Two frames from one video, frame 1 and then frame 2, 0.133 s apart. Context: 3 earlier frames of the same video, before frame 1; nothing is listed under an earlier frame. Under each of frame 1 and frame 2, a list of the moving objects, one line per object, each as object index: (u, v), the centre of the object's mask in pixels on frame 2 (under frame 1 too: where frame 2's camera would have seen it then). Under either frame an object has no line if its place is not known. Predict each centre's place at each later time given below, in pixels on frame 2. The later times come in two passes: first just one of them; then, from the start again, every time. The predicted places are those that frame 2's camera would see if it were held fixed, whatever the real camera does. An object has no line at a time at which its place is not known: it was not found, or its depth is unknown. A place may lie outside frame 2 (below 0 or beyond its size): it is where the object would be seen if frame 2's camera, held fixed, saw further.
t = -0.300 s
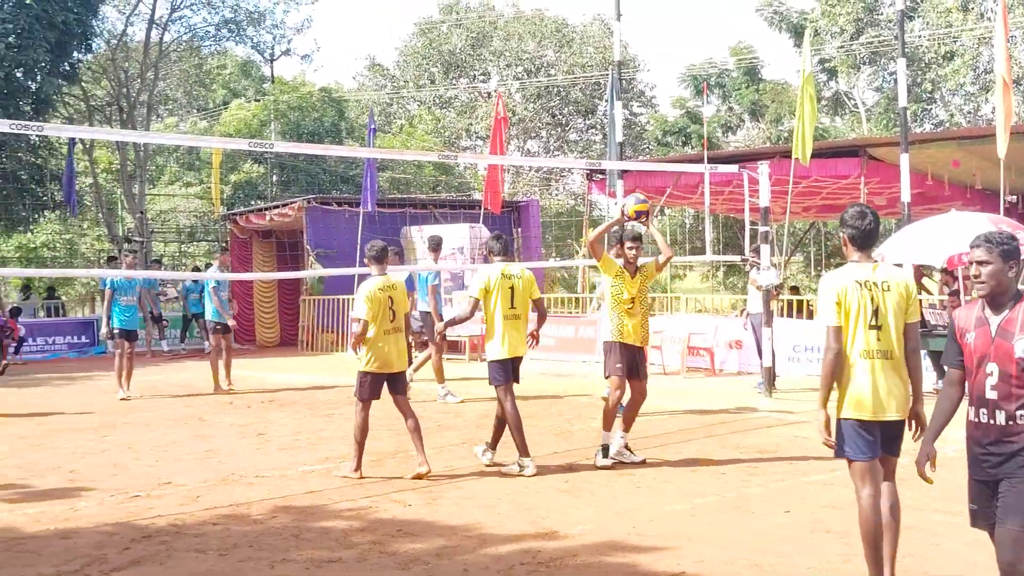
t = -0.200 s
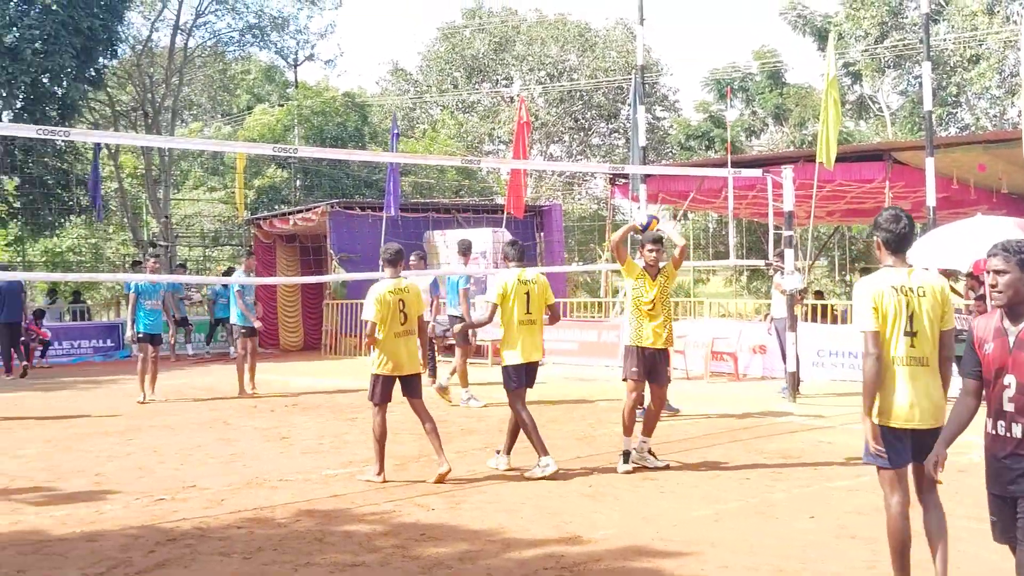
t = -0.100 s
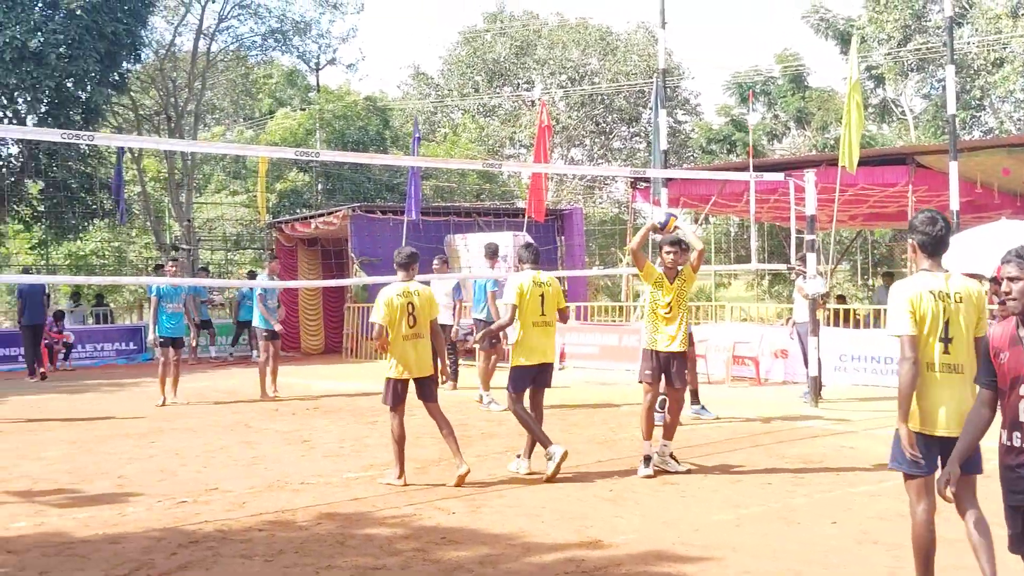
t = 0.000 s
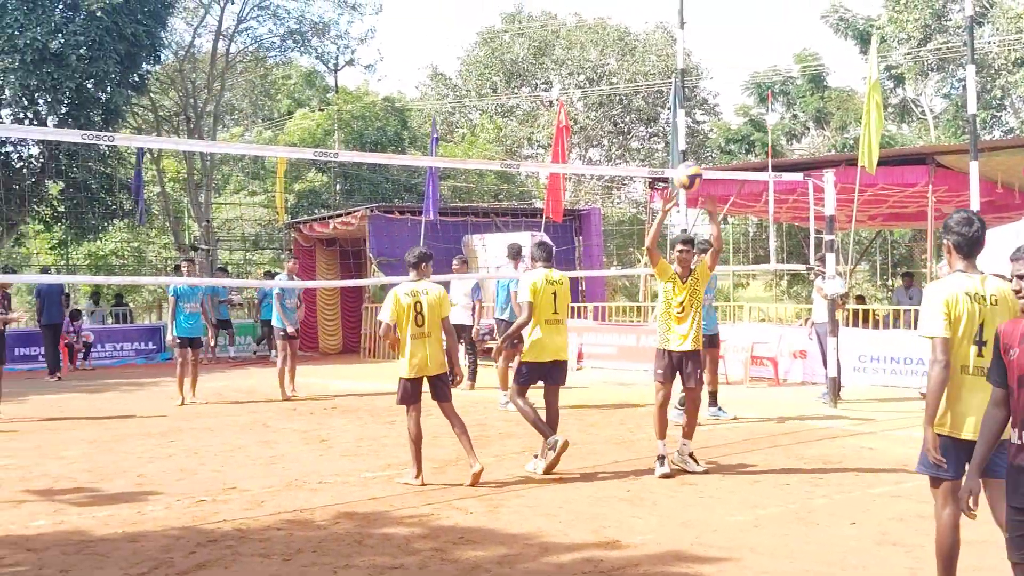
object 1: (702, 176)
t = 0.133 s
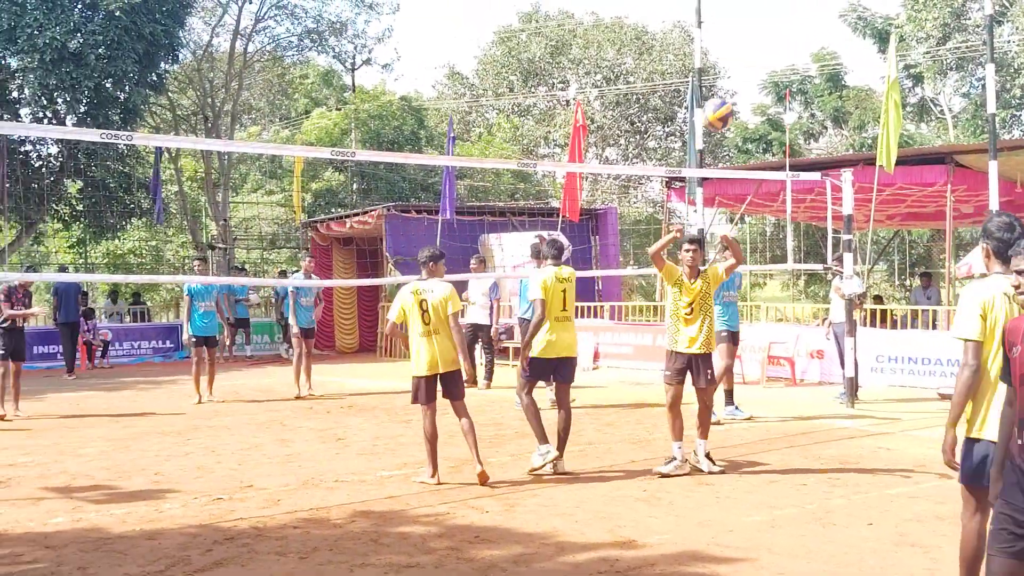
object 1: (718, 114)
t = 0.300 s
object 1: (740, 61)
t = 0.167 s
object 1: (721, 101)
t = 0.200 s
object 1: (725, 89)
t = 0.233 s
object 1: (730, 78)
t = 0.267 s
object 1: (735, 69)
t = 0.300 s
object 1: (740, 61)
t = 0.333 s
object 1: (744, 53)
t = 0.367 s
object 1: (749, 49)
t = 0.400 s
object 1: (755, 46)
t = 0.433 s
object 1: (760, 45)
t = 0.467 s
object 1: (766, 46)
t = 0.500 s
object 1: (772, 51)
